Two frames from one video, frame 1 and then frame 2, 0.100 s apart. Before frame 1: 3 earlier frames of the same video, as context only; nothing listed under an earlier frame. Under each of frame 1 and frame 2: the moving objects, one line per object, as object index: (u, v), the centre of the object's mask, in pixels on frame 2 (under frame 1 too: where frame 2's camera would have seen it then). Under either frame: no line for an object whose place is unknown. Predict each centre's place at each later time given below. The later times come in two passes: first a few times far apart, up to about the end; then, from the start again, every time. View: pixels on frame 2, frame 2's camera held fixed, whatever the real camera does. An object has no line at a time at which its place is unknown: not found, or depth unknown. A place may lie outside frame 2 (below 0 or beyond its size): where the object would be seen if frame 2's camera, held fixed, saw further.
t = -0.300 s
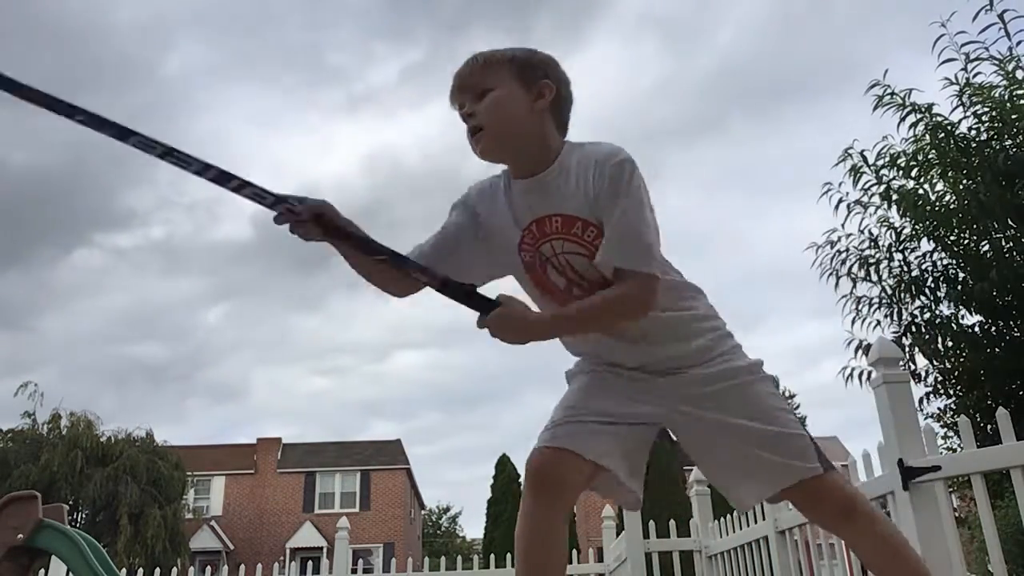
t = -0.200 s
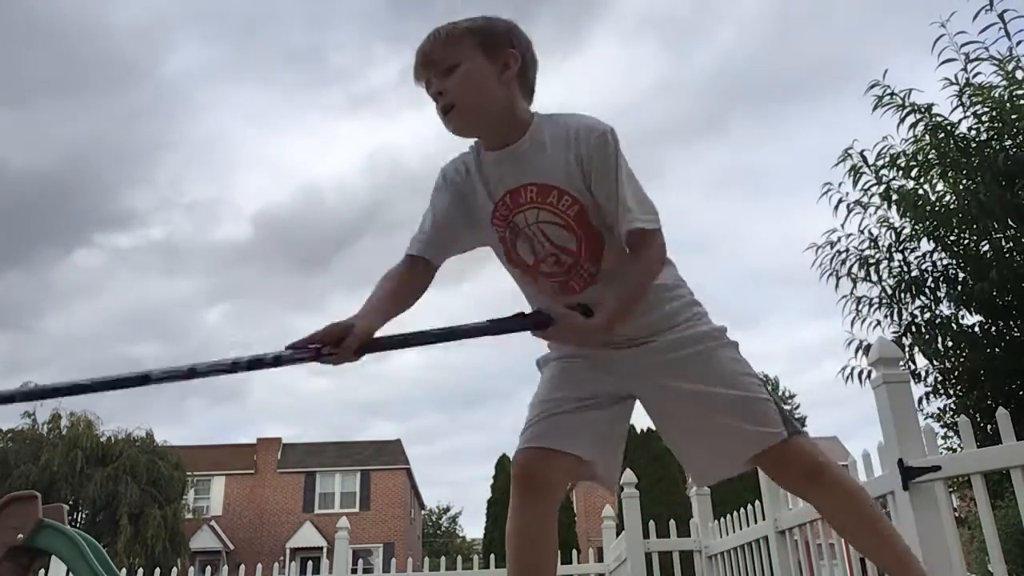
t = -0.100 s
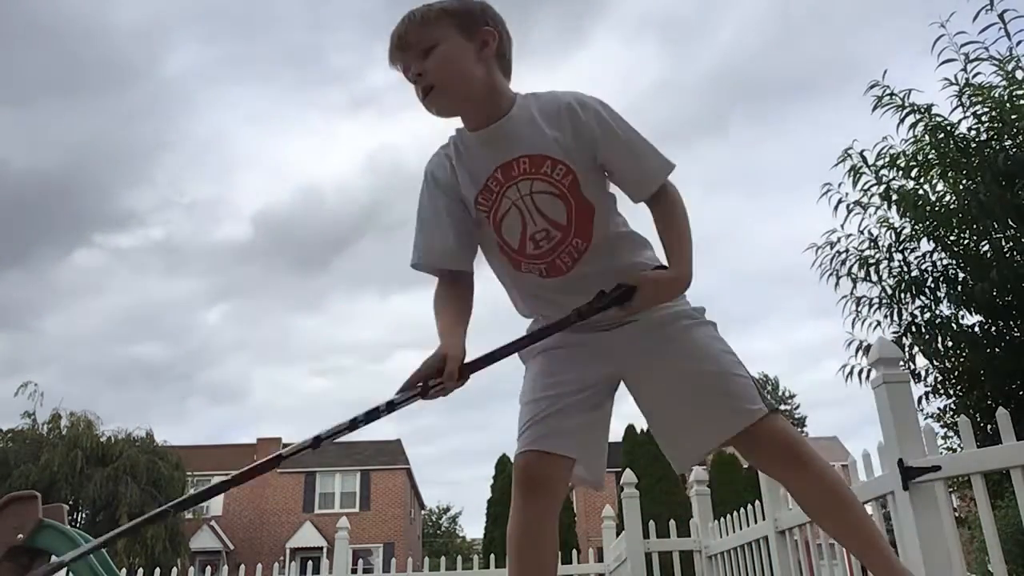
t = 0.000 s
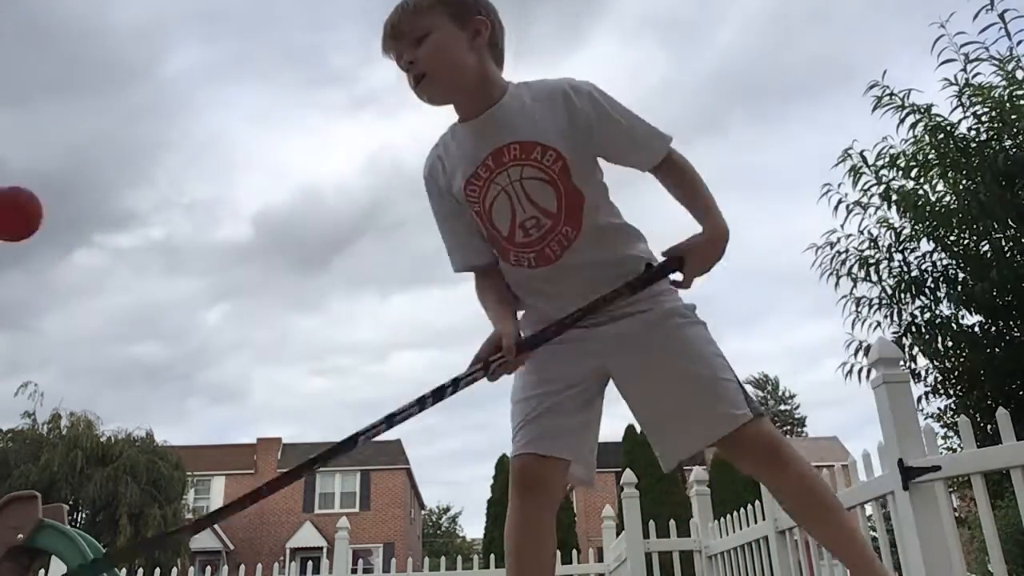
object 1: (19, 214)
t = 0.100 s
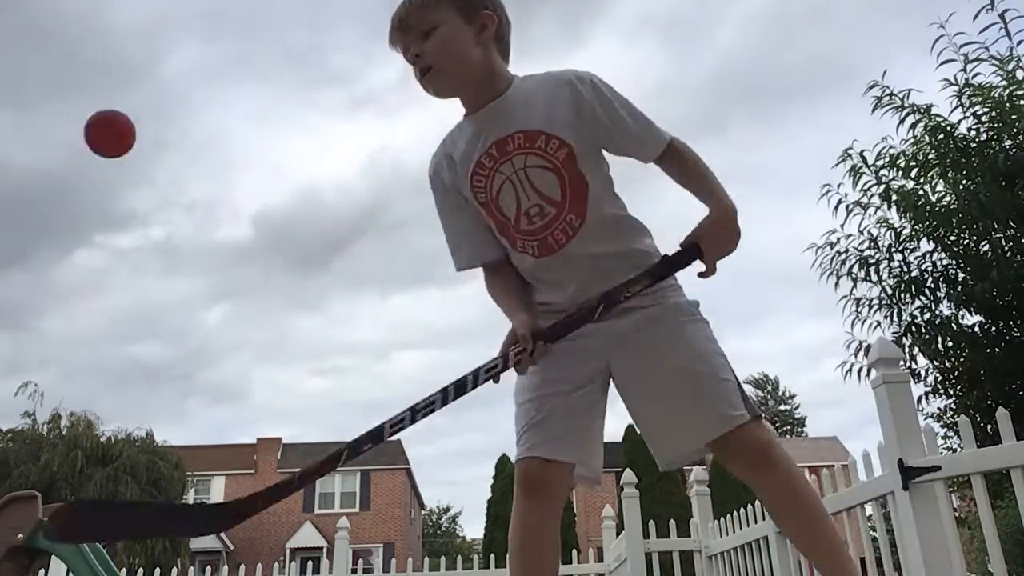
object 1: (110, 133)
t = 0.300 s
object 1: (236, 177)
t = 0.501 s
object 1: (325, 433)
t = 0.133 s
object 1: (135, 124)
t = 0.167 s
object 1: (159, 123)
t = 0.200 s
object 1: (180, 128)
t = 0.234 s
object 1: (200, 139)
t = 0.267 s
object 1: (218, 155)
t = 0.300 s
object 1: (236, 177)
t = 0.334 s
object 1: (252, 205)
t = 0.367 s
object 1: (268, 239)
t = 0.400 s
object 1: (283, 278)
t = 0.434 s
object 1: (298, 323)
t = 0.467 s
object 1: (312, 375)
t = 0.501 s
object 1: (325, 433)
